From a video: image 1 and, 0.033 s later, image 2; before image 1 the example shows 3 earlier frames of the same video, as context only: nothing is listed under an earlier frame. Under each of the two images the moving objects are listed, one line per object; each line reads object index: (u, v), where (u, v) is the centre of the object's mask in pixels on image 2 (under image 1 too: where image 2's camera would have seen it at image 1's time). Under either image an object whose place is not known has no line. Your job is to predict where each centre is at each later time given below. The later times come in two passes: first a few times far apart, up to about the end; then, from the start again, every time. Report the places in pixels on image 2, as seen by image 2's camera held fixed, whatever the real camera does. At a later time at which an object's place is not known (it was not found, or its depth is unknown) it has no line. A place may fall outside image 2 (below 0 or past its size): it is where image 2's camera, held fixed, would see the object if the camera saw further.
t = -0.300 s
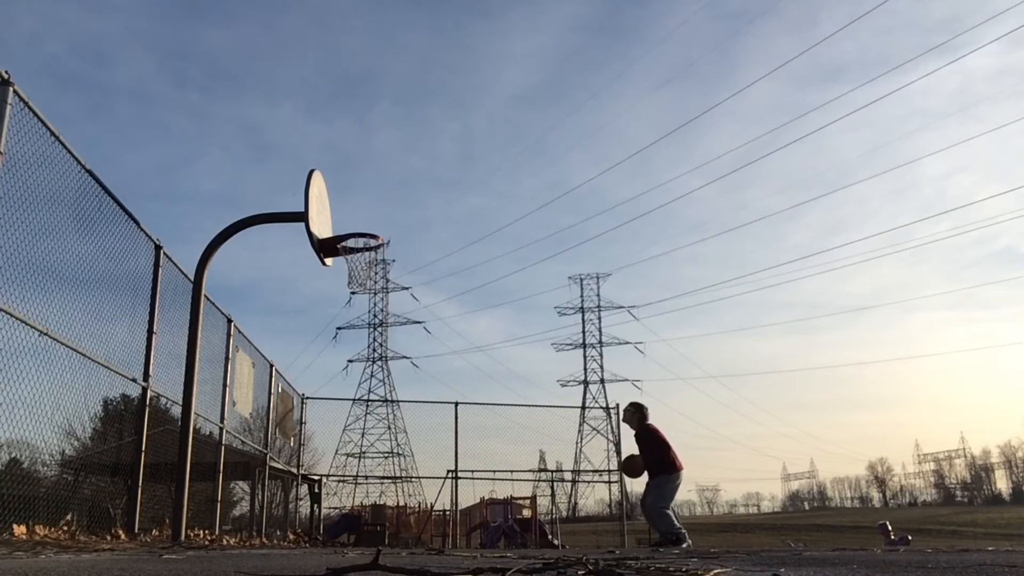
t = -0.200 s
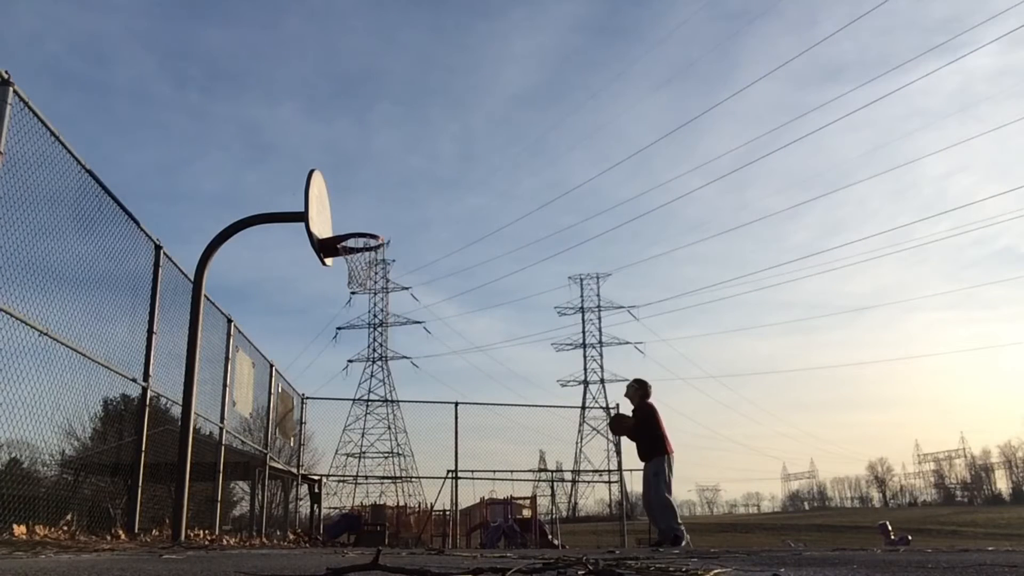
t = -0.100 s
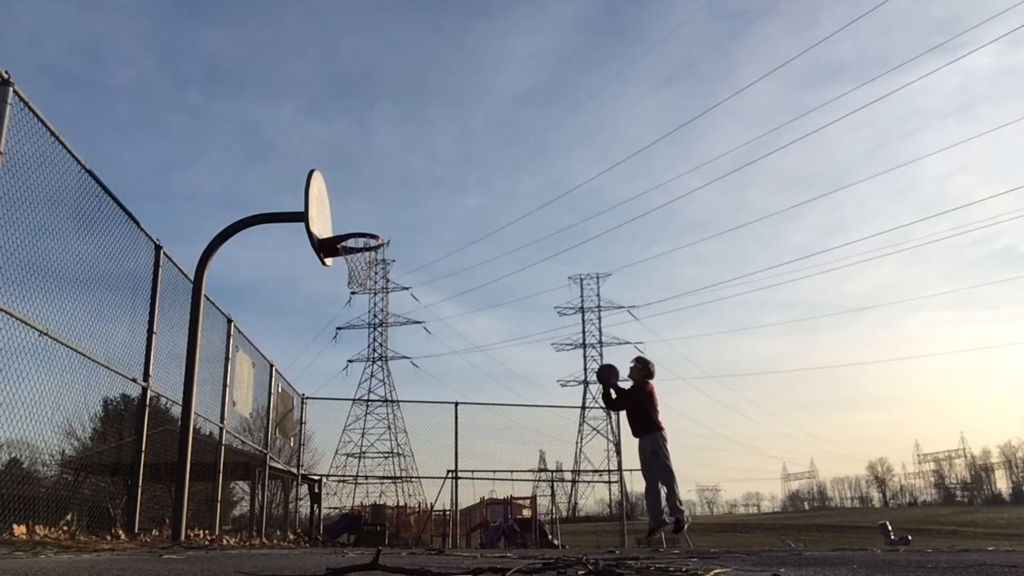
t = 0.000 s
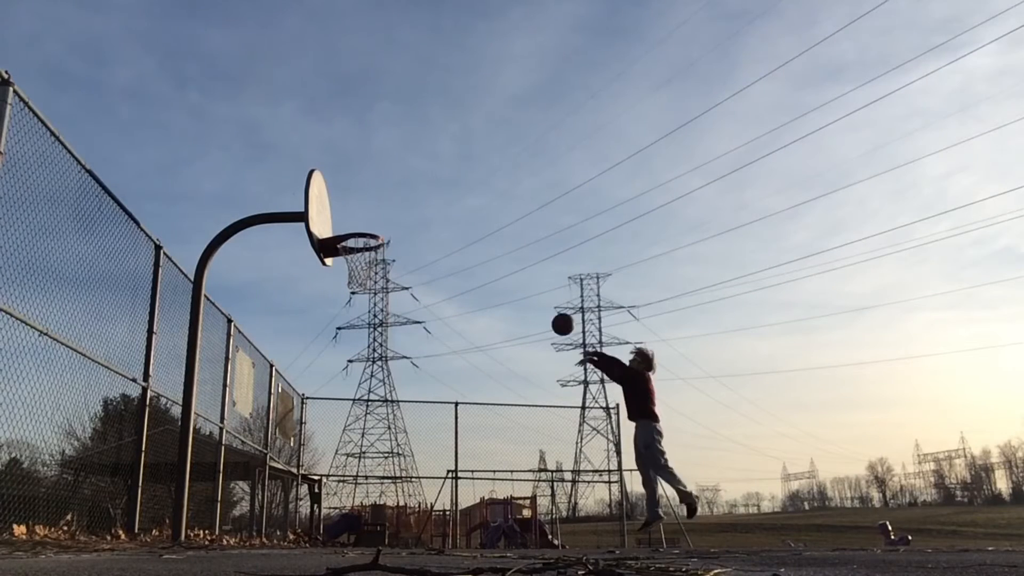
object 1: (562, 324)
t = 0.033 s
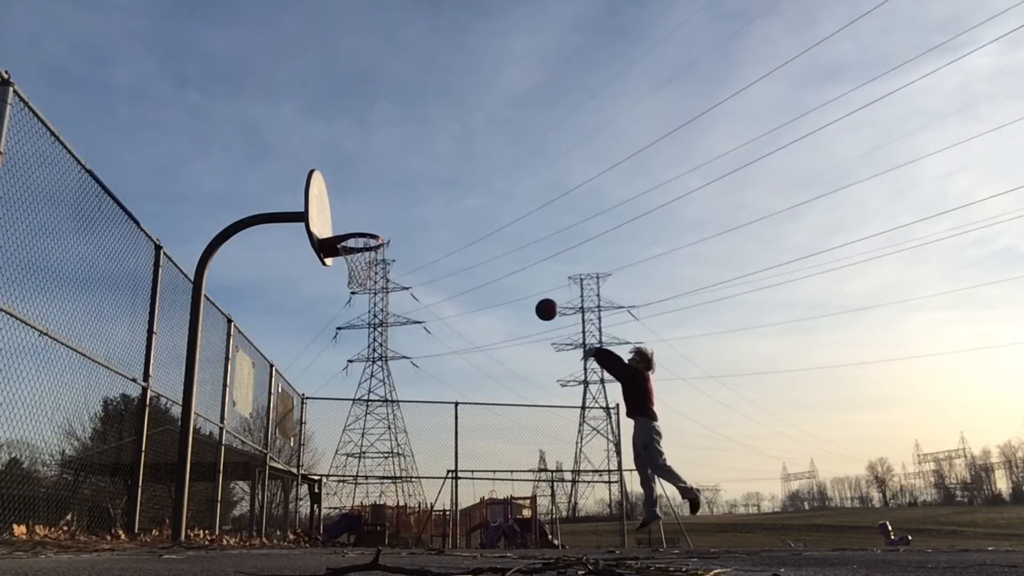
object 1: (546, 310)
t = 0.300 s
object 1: (419, 228)
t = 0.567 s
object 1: (346, 211)
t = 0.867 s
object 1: (382, 214)
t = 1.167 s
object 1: (396, 241)
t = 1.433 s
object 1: (432, 305)
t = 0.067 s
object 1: (530, 296)
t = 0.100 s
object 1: (514, 283)
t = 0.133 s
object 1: (498, 271)
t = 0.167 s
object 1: (482, 261)
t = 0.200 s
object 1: (466, 251)
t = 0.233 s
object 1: (451, 242)
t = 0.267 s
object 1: (435, 234)
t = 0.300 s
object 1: (419, 228)
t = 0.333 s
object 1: (404, 222)
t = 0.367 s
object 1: (388, 217)
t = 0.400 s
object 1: (373, 213)
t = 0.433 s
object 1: (357, 209)
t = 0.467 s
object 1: (341, 207)
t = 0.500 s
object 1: (331, 207)
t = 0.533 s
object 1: (339, 208)
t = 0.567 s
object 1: (346, 211)
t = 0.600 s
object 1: (354, 214)
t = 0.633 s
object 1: (361, 218)
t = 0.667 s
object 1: (369, 224)
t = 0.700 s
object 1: (376, 228)
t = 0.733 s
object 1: (377, 224)
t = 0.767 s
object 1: (378, 220)
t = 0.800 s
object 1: (379, 217)
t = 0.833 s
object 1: (380, 215)
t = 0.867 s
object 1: (382, 214)
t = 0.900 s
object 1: (383, 214)
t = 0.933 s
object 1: (384, 215)
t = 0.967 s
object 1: (385, 217)
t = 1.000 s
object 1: (386, 220)
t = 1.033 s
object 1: (387, 223)
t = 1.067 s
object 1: (388, 228)
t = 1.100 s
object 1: (390, 234)
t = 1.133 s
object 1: (392, 238)
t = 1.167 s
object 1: (396, 241)
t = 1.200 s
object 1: (401, 246)
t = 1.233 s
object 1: (406, 251)
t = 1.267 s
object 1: (410, 258)
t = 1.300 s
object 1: (414, 265)
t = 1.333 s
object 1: (419, 273)
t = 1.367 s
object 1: (423, 283)
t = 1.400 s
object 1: (428, 293)
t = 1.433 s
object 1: (432, 305)
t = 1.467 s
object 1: (436, 317)
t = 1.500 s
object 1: (441, 331)
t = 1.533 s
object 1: (445, 345)
